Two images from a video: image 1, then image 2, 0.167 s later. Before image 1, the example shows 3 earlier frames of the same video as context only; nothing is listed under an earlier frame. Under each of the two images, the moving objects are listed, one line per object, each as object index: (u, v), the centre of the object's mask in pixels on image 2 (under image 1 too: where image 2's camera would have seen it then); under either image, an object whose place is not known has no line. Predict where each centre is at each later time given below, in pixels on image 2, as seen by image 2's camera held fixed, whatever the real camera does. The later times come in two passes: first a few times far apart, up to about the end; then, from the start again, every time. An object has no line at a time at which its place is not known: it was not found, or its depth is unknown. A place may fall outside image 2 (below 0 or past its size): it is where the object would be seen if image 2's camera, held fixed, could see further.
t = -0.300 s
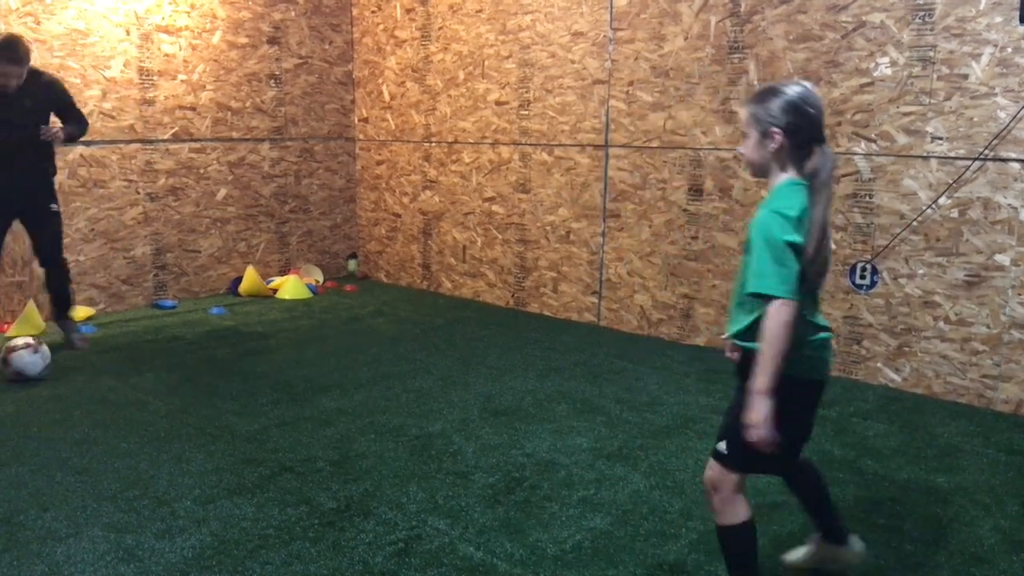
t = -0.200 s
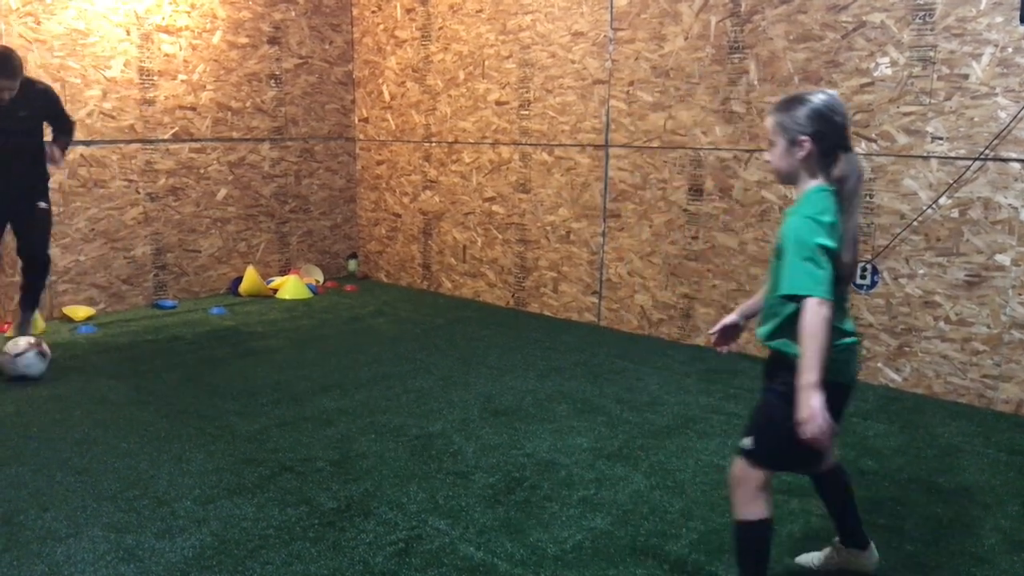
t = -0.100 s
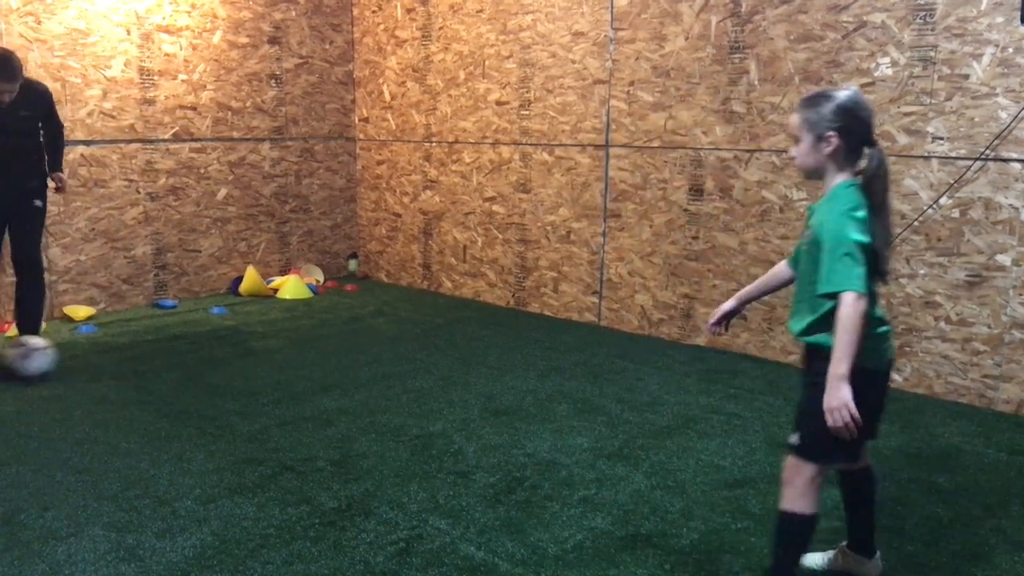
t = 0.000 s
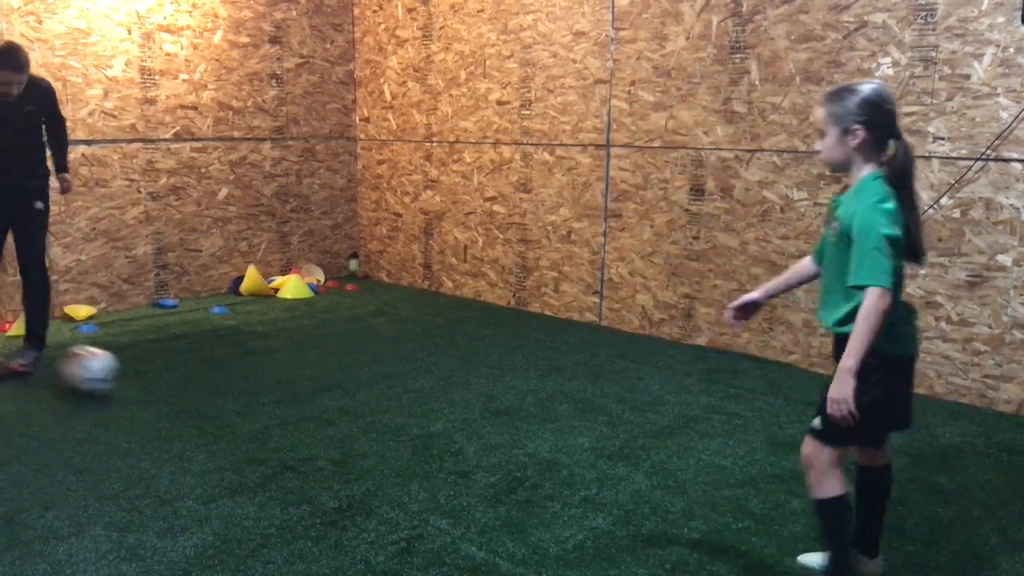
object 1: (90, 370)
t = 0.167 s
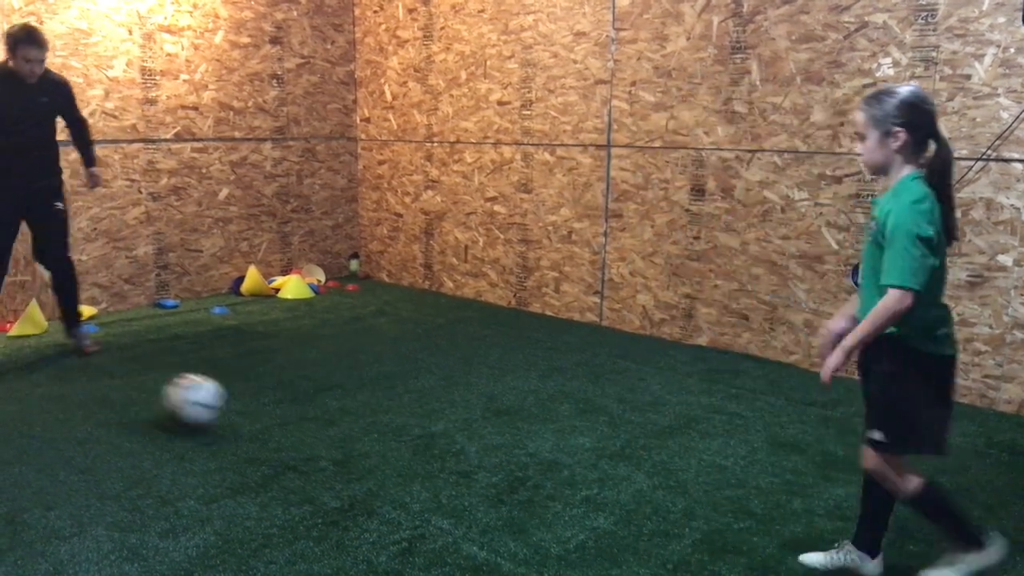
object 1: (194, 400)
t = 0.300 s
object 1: (276, 427)
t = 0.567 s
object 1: (432, 476)
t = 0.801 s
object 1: (576, 514)
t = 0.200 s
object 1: (214, 408)
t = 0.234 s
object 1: (236, 419)
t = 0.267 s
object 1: (257, 425)
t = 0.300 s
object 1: (276, 427)
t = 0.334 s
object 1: (296, 432)
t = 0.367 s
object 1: (316, 435)
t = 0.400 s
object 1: (336, 446)
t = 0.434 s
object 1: (356, 454)
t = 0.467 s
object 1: (373, 456)
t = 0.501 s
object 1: (394, 462)
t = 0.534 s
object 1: (414, 470)
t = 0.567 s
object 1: (432, 476)
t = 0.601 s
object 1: (452, 480)
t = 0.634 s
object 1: (471, 485)
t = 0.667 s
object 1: (491, 492)
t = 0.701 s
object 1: (512, 495)
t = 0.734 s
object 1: (533, 500)
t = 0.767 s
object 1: (553, 509)
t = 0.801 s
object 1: (576, 514)
